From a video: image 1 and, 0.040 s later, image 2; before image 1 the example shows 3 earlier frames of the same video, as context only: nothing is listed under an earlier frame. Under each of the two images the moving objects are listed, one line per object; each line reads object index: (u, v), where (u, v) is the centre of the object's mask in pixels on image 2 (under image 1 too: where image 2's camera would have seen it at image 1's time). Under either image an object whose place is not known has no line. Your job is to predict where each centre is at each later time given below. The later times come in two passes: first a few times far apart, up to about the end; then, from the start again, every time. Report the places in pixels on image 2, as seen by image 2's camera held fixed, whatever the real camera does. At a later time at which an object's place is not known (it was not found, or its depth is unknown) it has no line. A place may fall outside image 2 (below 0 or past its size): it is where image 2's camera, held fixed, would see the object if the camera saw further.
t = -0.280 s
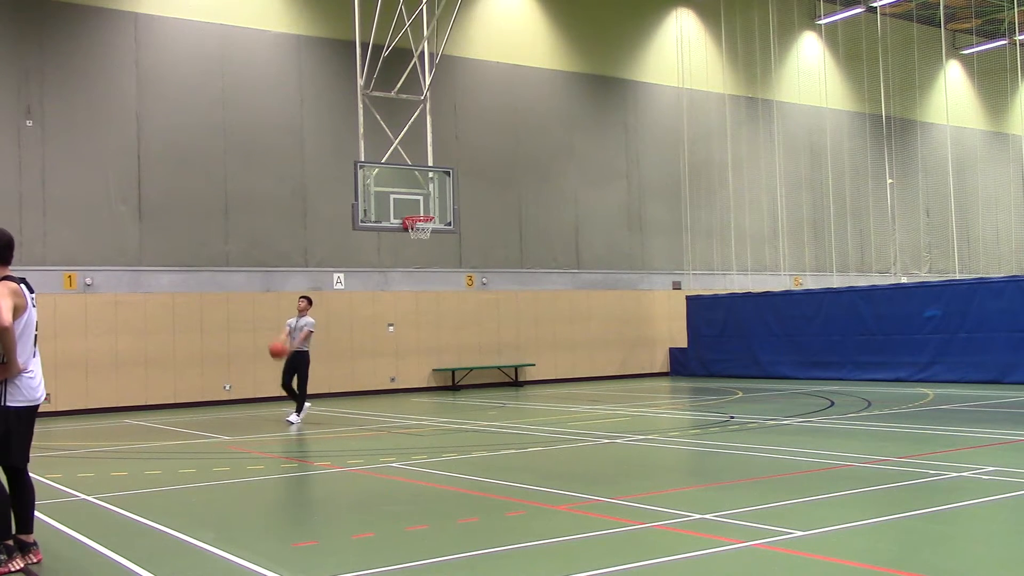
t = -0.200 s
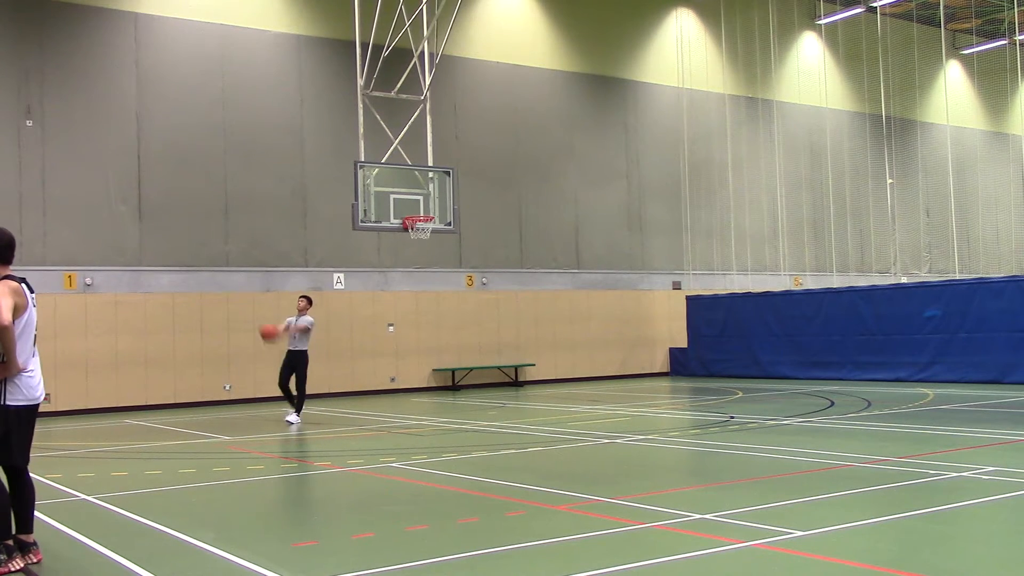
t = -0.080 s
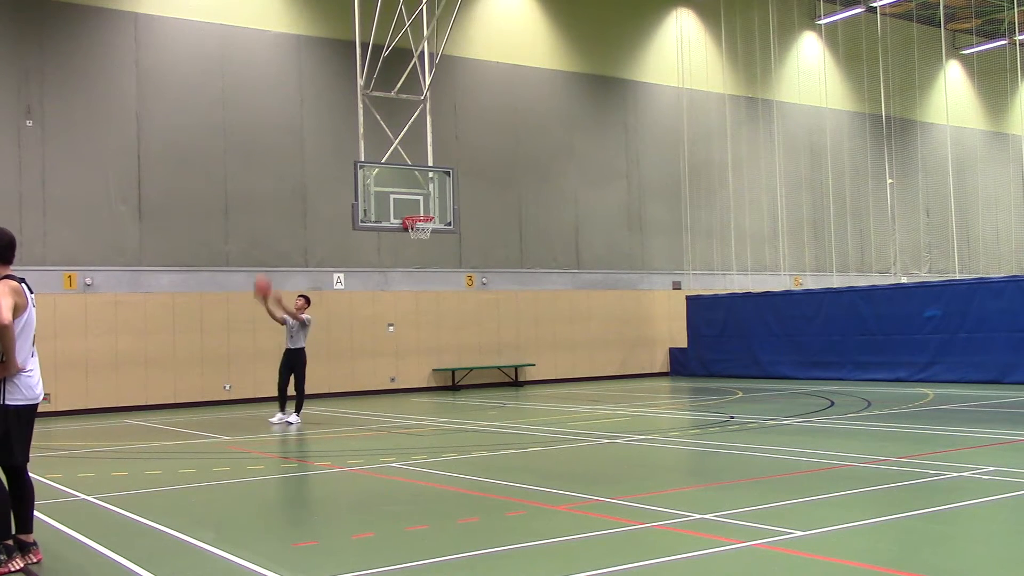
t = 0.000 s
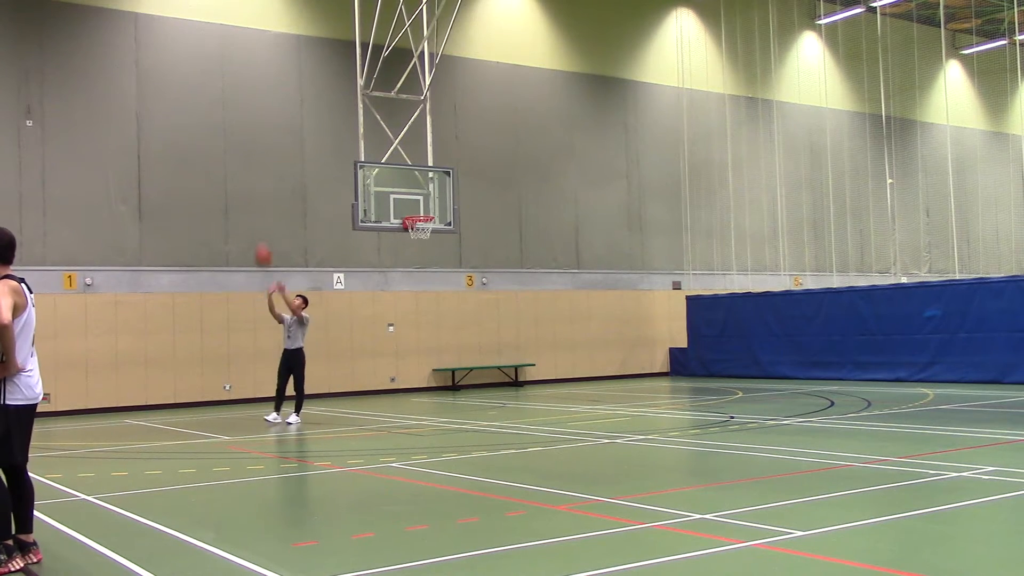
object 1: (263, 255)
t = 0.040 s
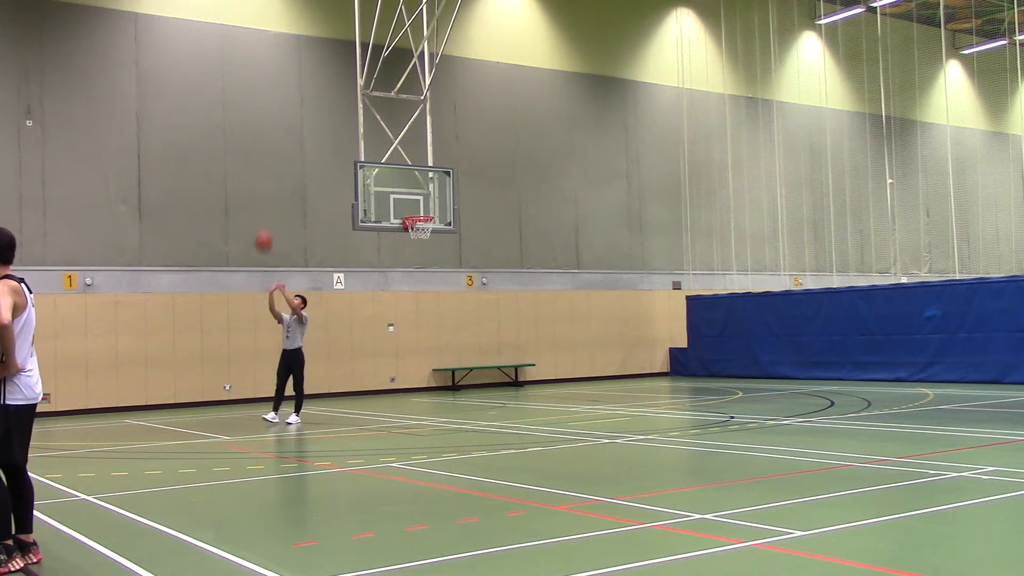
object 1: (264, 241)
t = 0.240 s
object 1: (266, 186)
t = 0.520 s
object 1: (270, 158)
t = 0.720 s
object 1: (275, 170)
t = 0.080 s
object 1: (264, 227)
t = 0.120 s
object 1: (264, 215)
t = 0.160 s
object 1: (265, 204)
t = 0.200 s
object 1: (265, 195)
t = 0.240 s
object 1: (266, 186)
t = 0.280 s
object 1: (266, 179)
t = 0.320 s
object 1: (267, 173)
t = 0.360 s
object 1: (267, 167)
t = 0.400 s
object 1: (268, 163)
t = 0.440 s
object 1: (269, 161)
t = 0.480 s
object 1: (269, 159)
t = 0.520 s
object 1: (270, 158)
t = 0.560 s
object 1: (271, 158)
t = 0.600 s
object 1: (272, 160)
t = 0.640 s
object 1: (273, 162)
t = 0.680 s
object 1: (274, 166)
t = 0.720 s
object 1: (275, 170)
